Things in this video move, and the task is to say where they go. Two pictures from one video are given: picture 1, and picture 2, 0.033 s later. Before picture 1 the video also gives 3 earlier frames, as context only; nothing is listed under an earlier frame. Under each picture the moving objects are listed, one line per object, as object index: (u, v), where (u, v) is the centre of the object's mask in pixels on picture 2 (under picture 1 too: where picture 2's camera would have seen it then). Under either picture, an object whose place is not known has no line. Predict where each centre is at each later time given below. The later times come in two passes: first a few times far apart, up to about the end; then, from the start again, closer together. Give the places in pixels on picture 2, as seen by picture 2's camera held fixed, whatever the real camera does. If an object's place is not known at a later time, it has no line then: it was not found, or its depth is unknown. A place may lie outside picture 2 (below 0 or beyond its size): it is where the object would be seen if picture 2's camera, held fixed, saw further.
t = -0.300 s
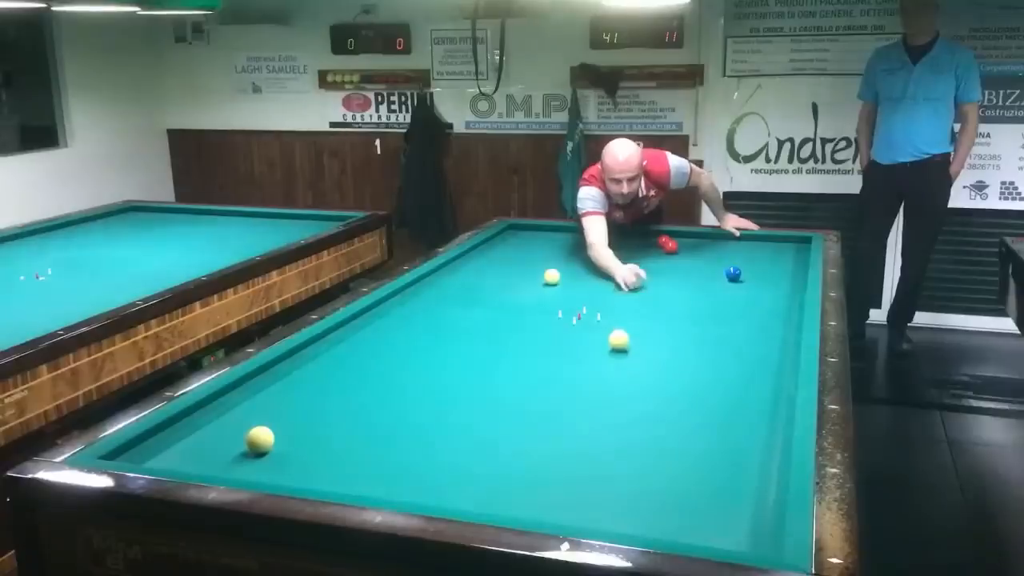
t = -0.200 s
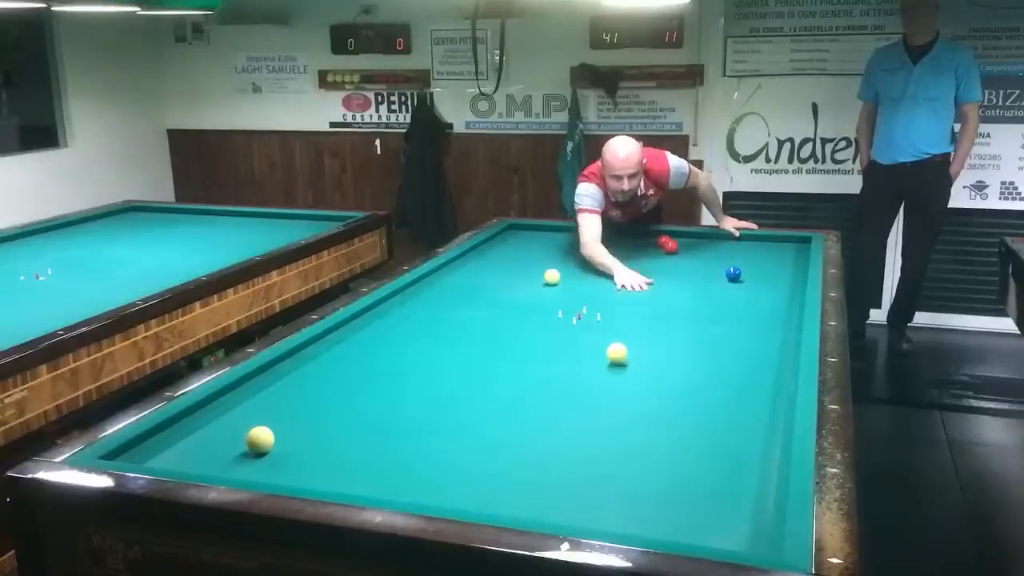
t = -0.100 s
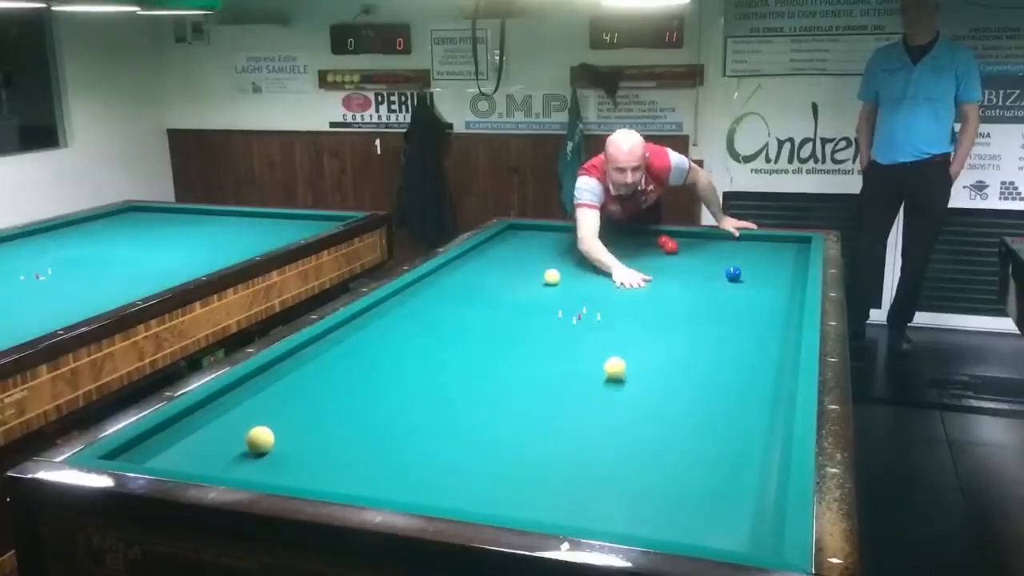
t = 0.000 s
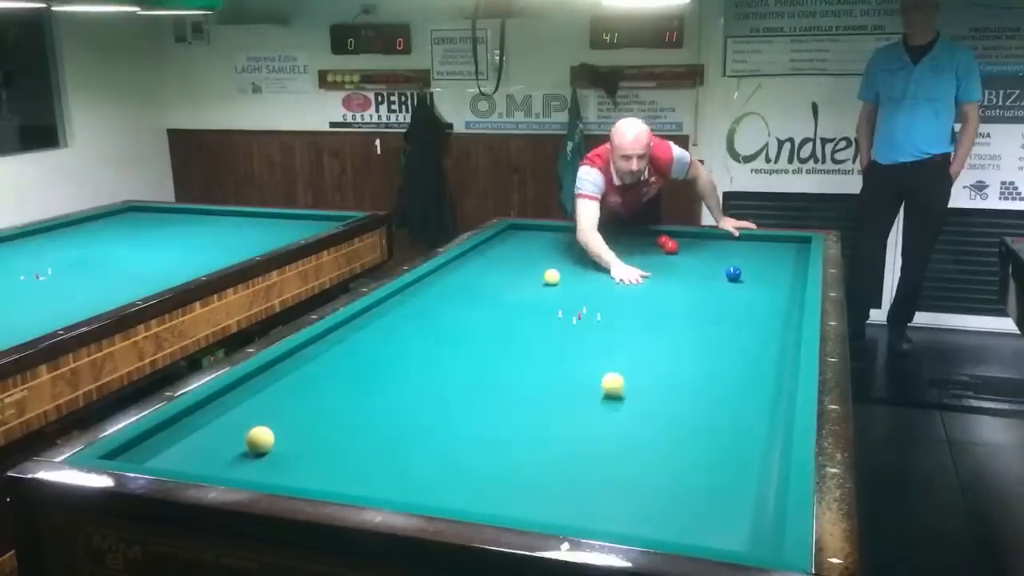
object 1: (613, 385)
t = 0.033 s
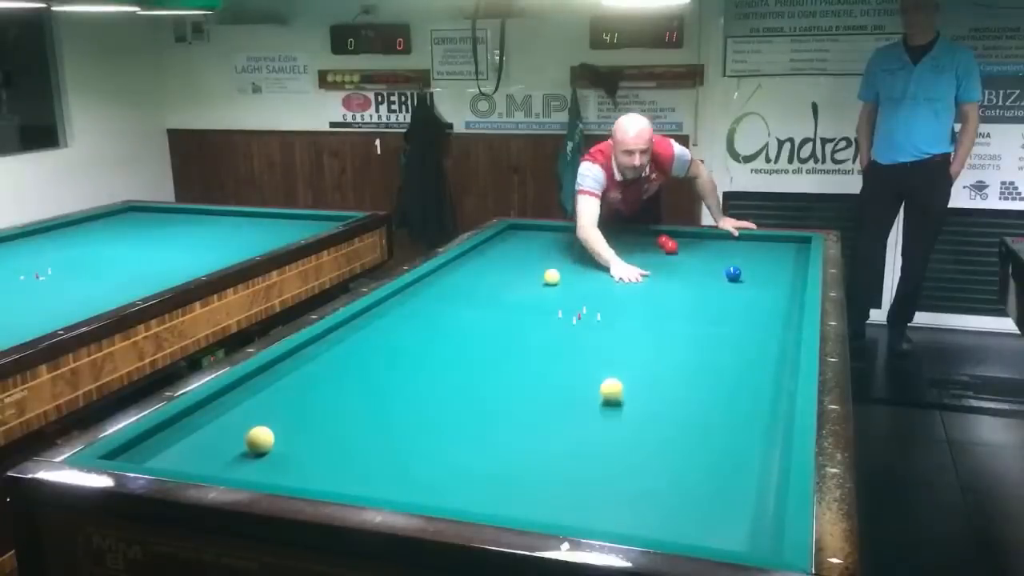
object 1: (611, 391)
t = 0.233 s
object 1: (606, 429)
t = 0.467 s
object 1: (597, 487)
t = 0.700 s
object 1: (610, 501)
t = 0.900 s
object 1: (636, 471)
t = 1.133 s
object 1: (661, 442)
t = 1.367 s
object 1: (682, 418)
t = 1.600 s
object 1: (701, 396)
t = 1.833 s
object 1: (717, 377)
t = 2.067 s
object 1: (732, 360)
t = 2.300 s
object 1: (745, 346)
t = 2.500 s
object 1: (755, 334)
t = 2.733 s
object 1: (765, 322)
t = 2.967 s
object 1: (775, 311)
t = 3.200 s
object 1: (784, 301)
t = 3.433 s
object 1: (791, 292)
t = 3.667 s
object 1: (798, 283)
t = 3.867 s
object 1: (796, 276)
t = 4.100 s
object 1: (795, 269)
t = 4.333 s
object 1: (793, 263)
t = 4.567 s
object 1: (791, 257)
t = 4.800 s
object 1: (790, 251)
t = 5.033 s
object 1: (789, 246)
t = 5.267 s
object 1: (787, 241)
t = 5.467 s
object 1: (786, 238)
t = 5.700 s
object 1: (784, 241)
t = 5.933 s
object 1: (782, 243)
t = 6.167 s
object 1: (780, 246)
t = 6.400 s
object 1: (777, 247)
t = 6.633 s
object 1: (775, 250)
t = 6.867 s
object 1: (772, 252)
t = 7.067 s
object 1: (770, 253)
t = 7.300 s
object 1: (768, 255)
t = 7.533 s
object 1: (766, 257)
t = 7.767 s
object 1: (764, 259)
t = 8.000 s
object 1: (762, 260)
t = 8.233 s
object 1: (760, 261)
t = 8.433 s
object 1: (759, 262)
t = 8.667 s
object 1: (757, 264)
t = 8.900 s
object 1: (755, 265)
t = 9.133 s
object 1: (754, 266)
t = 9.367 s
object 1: (752, 266)
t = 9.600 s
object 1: (751, 267)
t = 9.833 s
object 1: (750, 267)
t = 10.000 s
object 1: (749, 267)
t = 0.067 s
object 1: (611, 397)
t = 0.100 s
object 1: (610, 403)
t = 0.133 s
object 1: (609, 409)
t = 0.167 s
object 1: (608, 416)
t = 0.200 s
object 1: (607, 422)
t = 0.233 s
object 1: (606, 429)
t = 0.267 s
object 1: (605, 436)
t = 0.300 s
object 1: (603, 444)
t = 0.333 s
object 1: (602, 452)
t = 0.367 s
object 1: (601, 460)
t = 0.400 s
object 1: (600, 469)
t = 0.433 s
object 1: (598, 478)
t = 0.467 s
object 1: (597, 487)
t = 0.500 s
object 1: (595, 497)
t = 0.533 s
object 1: (594, 507)
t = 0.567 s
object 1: (593, 515)
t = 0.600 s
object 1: (594, 518)
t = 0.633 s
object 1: (600, 514)
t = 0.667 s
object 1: (605, 507)
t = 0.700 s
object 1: (610, 501)
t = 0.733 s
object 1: (615, 495)
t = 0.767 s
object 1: (619, 490)
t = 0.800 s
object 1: (624, 484)
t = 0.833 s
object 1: (628, 480)
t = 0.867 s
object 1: (632, 475)
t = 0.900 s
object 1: (636, 471)
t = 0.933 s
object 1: (640, 466)
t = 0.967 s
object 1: (643, 462)
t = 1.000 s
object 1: (647, 458)
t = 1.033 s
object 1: (651, 455)
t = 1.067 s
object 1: (654, 451)
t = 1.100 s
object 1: (658, 446)
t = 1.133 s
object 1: (661, 442)
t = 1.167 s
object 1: (664, 438)
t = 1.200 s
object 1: (667, 435)
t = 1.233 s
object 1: (670, 432)
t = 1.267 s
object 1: (673, 428)
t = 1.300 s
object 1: (676, 424)
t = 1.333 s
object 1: (679, 421)
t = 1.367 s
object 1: (682, 418)
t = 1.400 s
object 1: (685, 415)
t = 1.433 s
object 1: (688, 411)
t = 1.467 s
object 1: (691, 408)
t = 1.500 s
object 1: (693, 405)
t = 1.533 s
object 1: (696, 402)
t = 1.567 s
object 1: (699, 399)
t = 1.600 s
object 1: (701, 396)
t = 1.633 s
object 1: (704, 393)
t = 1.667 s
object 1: (706, 390)
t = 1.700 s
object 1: (708, 388)
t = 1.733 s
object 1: (711, 385)
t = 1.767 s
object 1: (713, 383)
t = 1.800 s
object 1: (716, 380)
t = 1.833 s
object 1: (717, 377)
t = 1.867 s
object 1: (720, 375)
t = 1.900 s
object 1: (722, 372)
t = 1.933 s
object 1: (724, 370)
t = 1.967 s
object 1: (726, 367)
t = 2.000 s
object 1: (728, 365)
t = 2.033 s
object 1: (730, 363)
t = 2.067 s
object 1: (732, 360)
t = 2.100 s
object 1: (734, 358)
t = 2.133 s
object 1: (736, 356)
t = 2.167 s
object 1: (738, 354)
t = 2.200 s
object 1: (740, 352)
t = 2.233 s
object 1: (741, 350)
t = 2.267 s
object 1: (743, 348)
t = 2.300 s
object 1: (745, 346)
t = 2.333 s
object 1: (746, 344)
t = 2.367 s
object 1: (748, 342)
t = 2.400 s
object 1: (750, 340)
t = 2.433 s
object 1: (752, 338)
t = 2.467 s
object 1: (753, 336)
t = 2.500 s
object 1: (755, 334)
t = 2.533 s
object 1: (756, 332)
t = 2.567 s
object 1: (758, 331)
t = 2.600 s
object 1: (759, 329)
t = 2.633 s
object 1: (761, 327)
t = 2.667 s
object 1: (763, 325)
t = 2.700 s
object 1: (764, 324)
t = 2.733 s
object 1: (765, 322)
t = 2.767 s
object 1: (767, 320)
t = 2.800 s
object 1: (768, 319)
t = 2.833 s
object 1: (770, 317)
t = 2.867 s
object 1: (771, 315)
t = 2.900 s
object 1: (772, 314)
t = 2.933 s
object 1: (774, 312)
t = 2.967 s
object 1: (775, 311)
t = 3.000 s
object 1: (776, 309)
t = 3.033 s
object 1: (777, 308)
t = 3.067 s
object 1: (779, 307)
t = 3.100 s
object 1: (780, 305)
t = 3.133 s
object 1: (781, 304)
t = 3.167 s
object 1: (783, 302)
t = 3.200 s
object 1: (784, 301)
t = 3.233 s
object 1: (785, 300)
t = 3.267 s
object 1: (786, 298)
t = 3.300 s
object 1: (787, 297)
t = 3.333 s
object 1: (788, 296)
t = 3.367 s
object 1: (790, 294)
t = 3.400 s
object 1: (791, 293)
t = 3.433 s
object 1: (791, 292)
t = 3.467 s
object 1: (793, 290)
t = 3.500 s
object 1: (794, 289)
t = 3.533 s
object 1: (795, 288)
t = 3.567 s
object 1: (795, 287)
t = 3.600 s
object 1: (797, 285)
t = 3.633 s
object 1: (797, 284)
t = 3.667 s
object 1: (798, 283)
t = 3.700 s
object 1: (797, 282)
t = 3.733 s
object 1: (797, 281)
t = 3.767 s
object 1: (797, 280)
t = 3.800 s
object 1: (797, 279)
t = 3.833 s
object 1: (797, 278)
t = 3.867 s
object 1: (796, 276)
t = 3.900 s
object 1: (796, 276)
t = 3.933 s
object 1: (796, 274)
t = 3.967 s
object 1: (796, 273)
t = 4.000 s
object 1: (795, 272)
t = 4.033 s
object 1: (795, 271)
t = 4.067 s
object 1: (795, 270)
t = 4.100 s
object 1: (795, 269)
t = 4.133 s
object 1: (794, 269)
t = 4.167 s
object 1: (794, 267)
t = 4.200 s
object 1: (794, 267)
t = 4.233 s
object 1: (794, 266)
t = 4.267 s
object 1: (793, 265)
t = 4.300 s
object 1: (793, 264)
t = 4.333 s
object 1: (793, 263)
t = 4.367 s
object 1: (793, 262)
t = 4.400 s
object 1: (792, 261)
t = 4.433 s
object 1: (792, 260)
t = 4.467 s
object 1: (792, 259)
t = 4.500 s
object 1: (792, 258)
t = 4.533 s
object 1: (792, 257)
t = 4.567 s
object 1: (791, 257)
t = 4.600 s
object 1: (791, 256)
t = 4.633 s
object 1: (791, 255)
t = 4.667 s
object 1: (791, 254)
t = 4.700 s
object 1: (790, 253)
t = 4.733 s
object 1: (790, 253)
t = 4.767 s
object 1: (790, 252)
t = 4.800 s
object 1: (790, 251)
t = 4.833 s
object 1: (790, 250)
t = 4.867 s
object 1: (790, 249)
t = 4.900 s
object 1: (789, 249)
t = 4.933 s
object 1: (789, 248)
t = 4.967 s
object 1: (789, 247)
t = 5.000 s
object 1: (789, 246)
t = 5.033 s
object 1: (789, 246)
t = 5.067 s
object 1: (788, 245)
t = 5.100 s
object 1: (788, 244)
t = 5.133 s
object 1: (788, 244)
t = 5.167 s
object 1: (788, 243)
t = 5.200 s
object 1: (788, 242)
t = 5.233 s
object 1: (788, 241)
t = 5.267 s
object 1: (787, 241)
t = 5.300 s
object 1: (787, 240)
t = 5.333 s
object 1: (787, 239)
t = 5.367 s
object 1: (787, 239)
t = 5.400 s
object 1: (787, 238)
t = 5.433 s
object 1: (786, 238)
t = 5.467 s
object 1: (786, 238)
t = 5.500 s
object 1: (786, 238)
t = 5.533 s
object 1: (786, 239)
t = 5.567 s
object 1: (785, 239)
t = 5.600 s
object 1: (785, 240)
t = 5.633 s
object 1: (785, 240)
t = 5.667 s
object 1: (784, 240)
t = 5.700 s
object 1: (784, 241)
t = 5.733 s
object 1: (784, 241)
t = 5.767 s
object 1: (783, 241)
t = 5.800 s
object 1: (783, 242)
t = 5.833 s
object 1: (783, 242)
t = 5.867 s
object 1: (782, 242)
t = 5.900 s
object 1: (782, 243)
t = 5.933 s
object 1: (782, 243)
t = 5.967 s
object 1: (782, 243)
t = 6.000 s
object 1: (781, 244)
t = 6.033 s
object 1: (781, 244)
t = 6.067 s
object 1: (781, 244)
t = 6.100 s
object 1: (780, 245)
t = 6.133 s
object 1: (780, 245)
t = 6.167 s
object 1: (780, 246)
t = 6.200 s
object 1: (779, 246)
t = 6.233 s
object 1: (779, 246)
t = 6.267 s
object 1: (778, 246)
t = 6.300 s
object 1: (778, 247)
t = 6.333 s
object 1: (778, 247)
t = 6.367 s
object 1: (777, 247)
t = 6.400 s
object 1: (777, 247)
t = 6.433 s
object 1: (776, 248)
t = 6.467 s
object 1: (776, 248)
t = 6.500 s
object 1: (776, 248)
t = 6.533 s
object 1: (775, 249)
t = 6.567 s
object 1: (775, 249)
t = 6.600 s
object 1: (775, 249)
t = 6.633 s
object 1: (775, 250)
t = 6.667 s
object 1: (774, 250)
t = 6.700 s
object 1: (774, 250)
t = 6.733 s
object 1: (774, 250)
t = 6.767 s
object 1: (773, 251)
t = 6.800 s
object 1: (773, 251)
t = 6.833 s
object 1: (773, 251)
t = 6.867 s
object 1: (772, 252)
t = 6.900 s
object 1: (772, 252)
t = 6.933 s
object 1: (772, 252)
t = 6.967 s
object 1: (771, 252)
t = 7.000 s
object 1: (771, 252)
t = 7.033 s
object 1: (771, 253)
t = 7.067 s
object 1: (770, 253)
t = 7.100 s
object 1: (770, 253)
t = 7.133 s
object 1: (770, 254)
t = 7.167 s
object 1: (769, 254)
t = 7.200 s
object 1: (769, 254)
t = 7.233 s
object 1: (769, 255)
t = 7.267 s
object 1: (768, 255)
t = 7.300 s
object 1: (768, 255)
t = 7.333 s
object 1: (768, 255)
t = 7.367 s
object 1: (768, 256)
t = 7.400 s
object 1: (767, 256)
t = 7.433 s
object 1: (767, 256)
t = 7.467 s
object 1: (767, 256)
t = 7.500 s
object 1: (767, 256)
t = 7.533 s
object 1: (766, 257)
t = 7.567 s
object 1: (766, 257)
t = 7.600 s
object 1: (766, 257)
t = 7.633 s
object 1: (765, 258)
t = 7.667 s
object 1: (765, 258)
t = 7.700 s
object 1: (765, 258)
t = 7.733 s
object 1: (765, 258)
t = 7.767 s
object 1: (764, 259)
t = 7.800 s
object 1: (764, 259)
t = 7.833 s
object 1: (764, 259)
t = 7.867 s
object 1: (763, 259)
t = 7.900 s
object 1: (763, 259)
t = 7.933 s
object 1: (763, 260)
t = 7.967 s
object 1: (763, 260)
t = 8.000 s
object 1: (762, 260)
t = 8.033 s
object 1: (762, 260)
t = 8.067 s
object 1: (762, 260)
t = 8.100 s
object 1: (761, 261)
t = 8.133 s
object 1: (761, 261)
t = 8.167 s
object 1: (761, 261)
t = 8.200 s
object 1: (760, 261)
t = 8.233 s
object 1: (760, 261)
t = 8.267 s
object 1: (760, 261)
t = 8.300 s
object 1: (760, 262)
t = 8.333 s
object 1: (760, 262)
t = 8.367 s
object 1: (759, 262)
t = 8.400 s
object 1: (759, 262)
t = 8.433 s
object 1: (759, 262)
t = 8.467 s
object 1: (758, 263)
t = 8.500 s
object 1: (758, 263)
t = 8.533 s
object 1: (758, 263)
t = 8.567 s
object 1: (758, 263)
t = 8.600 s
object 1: (757, 263)
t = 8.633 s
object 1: (757, 263)
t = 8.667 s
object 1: (757, 264)
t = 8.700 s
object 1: (756, 264)
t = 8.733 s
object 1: (756, 264)
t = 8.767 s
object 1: (756, 264)
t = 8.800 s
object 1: (756, 264)
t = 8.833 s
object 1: (756, 264)
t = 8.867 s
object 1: (755, 265)
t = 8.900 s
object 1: (755, 265)
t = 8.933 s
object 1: (755, 265)
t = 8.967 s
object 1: (755, 265)
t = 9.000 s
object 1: (755, 265)
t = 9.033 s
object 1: (754, 265)
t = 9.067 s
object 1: (754, 265)
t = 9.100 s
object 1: (754, 265)
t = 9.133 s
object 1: (754, 266)
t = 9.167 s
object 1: (754, 266)
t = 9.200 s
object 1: (753, 266)
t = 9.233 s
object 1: (753, 266)
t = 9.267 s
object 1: (753, 266)
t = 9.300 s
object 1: (753, 266)
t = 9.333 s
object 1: (752, 266)
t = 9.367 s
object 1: (752, 266)
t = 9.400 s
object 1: (752, 266)
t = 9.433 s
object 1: (752, 266)
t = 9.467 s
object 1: (752, 267)
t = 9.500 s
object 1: (752, 267)
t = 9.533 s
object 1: (751, 267)
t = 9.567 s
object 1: (751, 267)
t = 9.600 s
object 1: (751, 267)
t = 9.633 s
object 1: (751, 267)
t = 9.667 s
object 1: (750, 267)
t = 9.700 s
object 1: (750, 267)
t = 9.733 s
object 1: (750, 267)
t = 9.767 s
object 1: (750, 267)
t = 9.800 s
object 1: (750, 267)
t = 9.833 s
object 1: (750, 267)
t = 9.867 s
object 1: (750, 267)
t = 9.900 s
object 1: (750, 267)
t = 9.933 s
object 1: (749, 267)
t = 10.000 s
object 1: (749, 267)
